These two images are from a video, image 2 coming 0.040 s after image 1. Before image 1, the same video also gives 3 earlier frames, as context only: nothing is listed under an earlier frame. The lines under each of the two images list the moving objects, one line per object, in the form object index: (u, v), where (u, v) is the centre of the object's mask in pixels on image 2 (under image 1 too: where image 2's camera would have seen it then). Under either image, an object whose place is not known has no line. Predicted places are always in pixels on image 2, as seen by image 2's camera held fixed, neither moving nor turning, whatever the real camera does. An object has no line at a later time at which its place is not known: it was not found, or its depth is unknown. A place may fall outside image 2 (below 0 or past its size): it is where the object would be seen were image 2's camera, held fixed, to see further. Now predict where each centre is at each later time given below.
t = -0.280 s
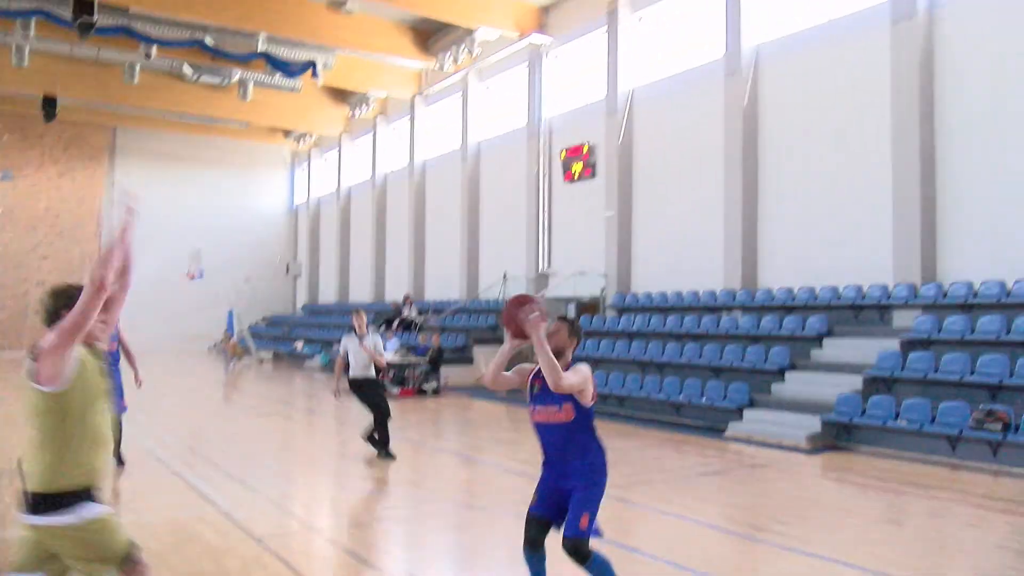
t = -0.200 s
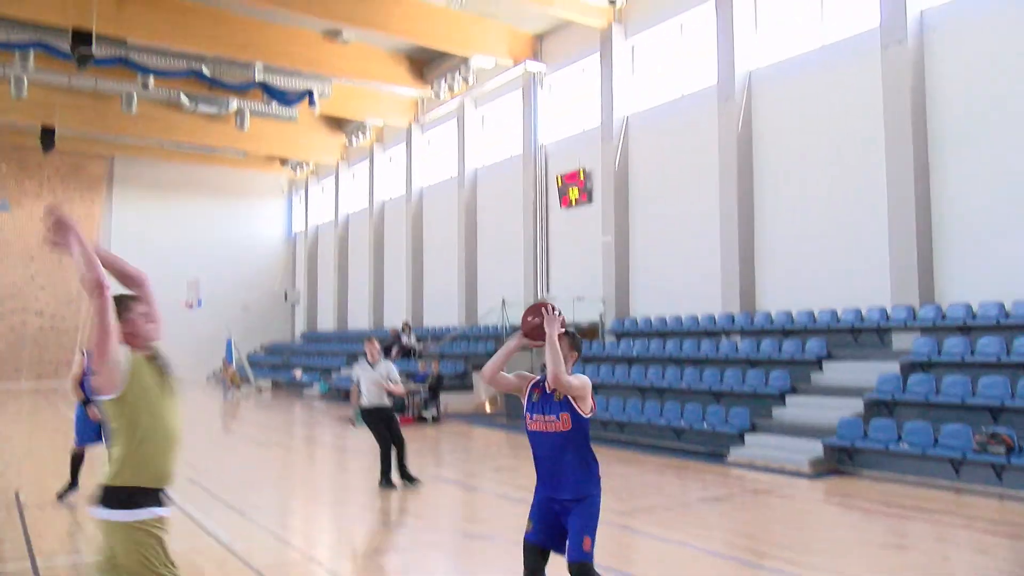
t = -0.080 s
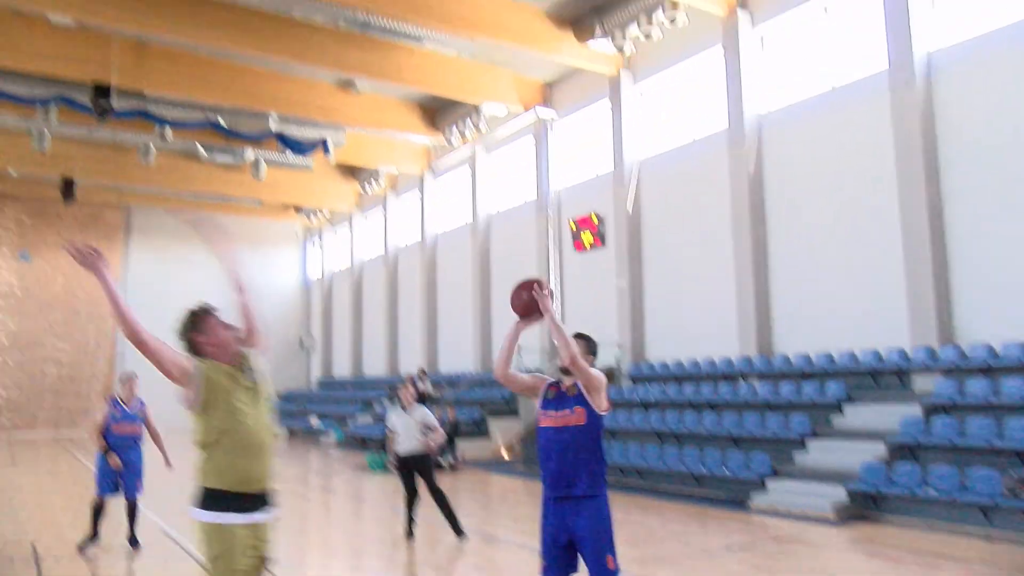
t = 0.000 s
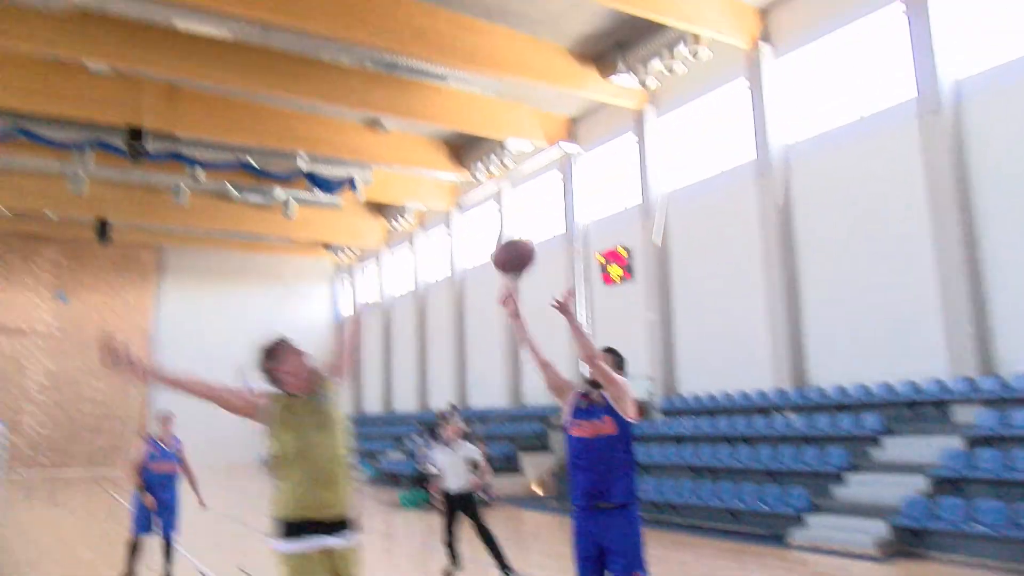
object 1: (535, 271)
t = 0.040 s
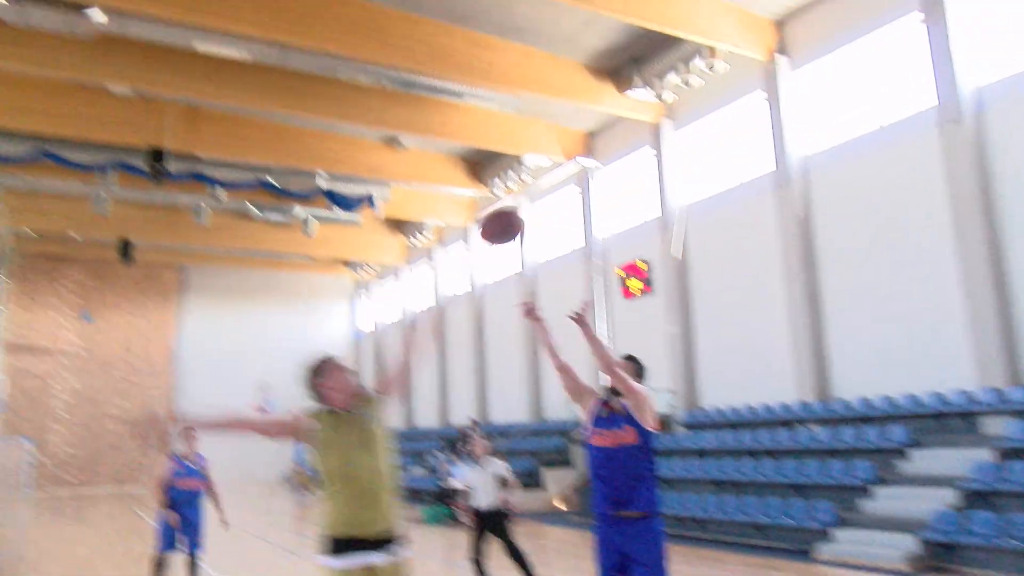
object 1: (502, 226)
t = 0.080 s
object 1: (470, 185)
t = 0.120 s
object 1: (436, 147)
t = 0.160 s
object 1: (402, 111)
